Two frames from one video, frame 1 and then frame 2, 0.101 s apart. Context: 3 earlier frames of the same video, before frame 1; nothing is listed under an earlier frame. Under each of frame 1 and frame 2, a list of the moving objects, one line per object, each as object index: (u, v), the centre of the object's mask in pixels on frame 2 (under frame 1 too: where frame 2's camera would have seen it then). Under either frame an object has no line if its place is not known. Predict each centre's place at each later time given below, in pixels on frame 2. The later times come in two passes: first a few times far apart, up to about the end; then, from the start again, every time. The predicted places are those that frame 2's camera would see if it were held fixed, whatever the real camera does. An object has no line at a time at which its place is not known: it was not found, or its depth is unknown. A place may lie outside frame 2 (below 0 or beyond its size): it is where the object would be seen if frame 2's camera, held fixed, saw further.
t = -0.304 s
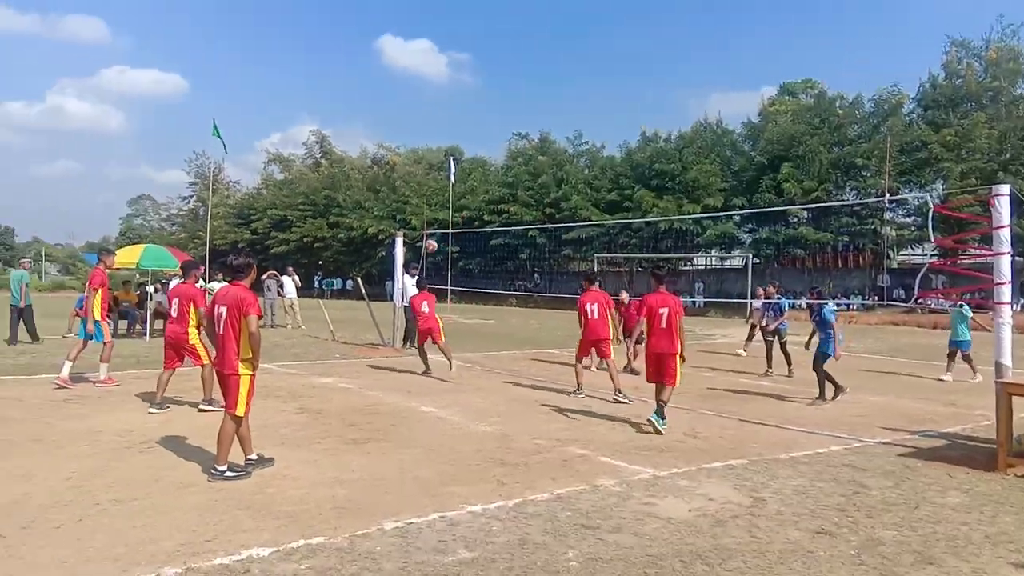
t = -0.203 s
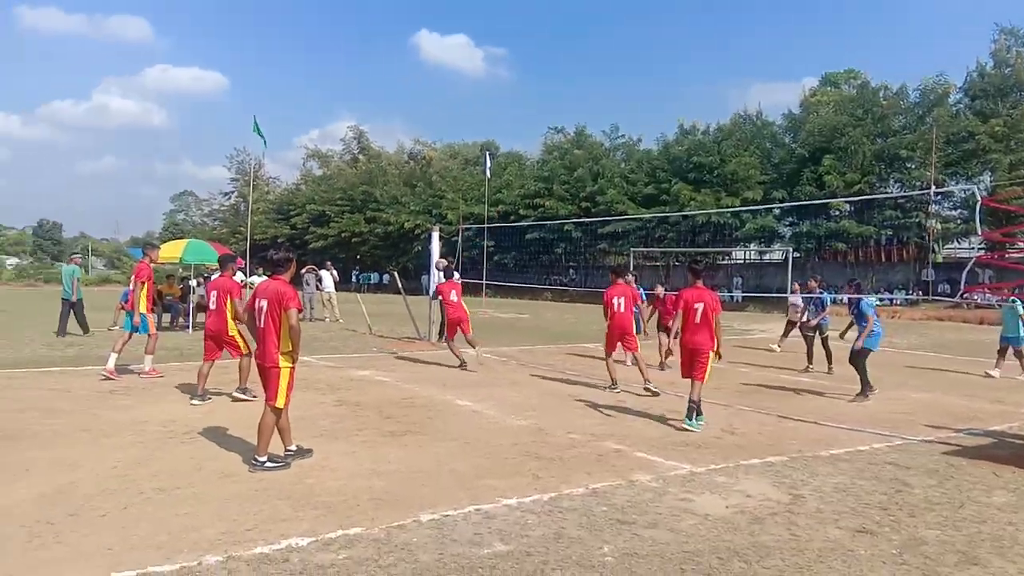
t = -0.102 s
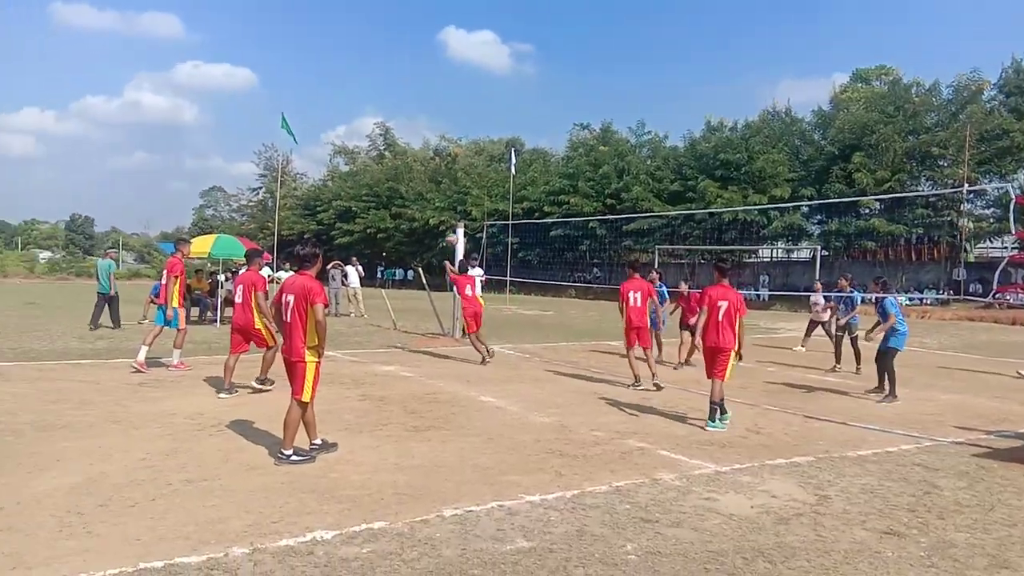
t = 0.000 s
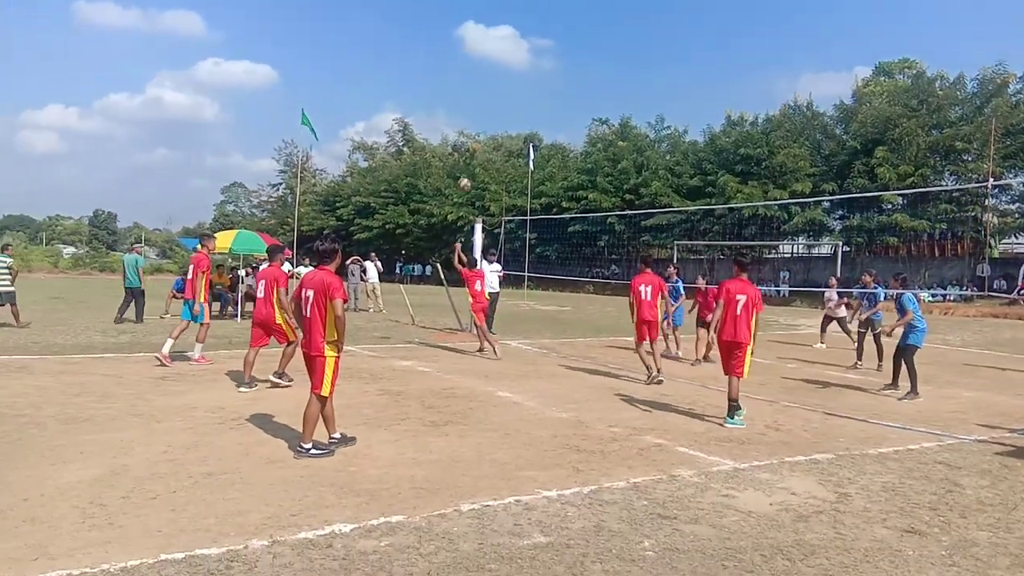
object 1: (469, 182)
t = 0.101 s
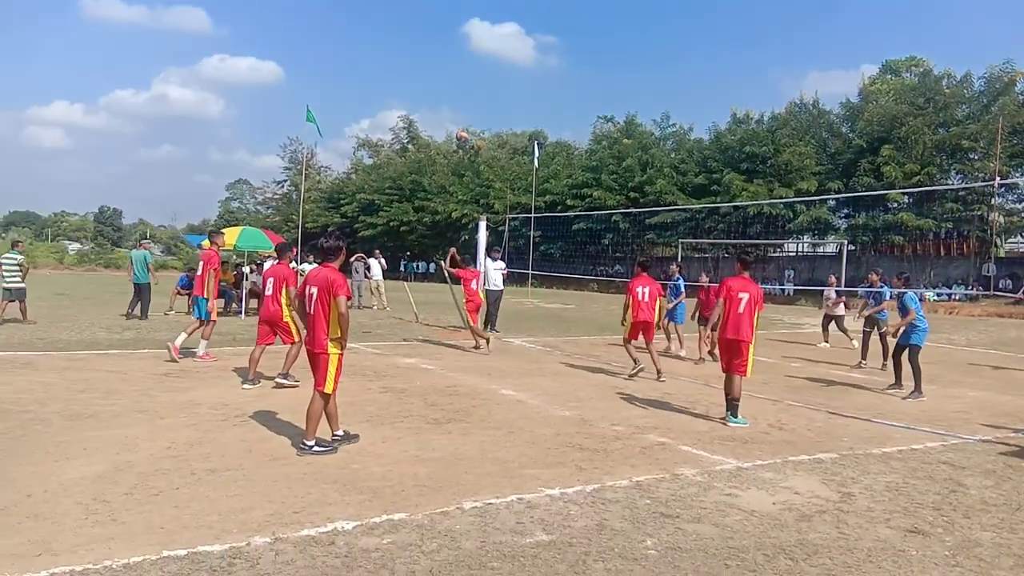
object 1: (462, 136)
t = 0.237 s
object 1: (453, 84)
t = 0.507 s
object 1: (435, 13)
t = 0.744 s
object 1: (416, -10)
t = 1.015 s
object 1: (396, 10)
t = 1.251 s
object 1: (378, 70)
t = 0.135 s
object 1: (459, 122)
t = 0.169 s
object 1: (457, 109)
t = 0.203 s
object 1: (455, 96)
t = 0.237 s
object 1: (453, 84)
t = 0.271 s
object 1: (451, 72)
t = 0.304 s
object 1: (448, 60)
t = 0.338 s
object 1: (446, 50)
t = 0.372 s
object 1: (444, 40)
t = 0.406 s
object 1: (441, 32)
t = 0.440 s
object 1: (439, 25)
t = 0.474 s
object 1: (436, 19)
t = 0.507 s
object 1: (435, 13)
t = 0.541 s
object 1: (432, 8)
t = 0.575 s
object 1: (430, 4)
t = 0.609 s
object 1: (427, 0)
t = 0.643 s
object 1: (424, -5)
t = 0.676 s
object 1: (422, -8)
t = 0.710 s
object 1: (419, -10)
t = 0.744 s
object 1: (416, -10)
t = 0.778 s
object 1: (413, -10)
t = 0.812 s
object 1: (412, -10)
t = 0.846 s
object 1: (409, -9)
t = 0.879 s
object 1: (406, -6)
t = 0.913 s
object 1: (404, -4)
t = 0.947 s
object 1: (402, 0)
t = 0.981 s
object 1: (399, 5)
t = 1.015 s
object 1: (396, 10)
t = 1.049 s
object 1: (393, 17)
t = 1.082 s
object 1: (390, 23)
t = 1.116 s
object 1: (388, 31)
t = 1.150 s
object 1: (385, 40)
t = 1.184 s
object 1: (383, 49)
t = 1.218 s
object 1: (381, 59)
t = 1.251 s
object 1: (378, 70)
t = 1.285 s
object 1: (375, 82)
